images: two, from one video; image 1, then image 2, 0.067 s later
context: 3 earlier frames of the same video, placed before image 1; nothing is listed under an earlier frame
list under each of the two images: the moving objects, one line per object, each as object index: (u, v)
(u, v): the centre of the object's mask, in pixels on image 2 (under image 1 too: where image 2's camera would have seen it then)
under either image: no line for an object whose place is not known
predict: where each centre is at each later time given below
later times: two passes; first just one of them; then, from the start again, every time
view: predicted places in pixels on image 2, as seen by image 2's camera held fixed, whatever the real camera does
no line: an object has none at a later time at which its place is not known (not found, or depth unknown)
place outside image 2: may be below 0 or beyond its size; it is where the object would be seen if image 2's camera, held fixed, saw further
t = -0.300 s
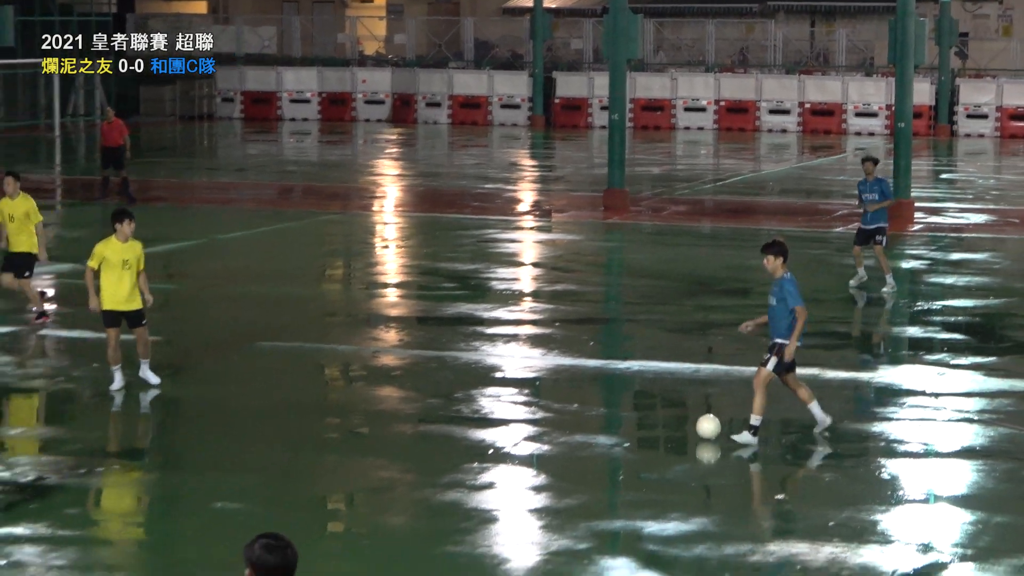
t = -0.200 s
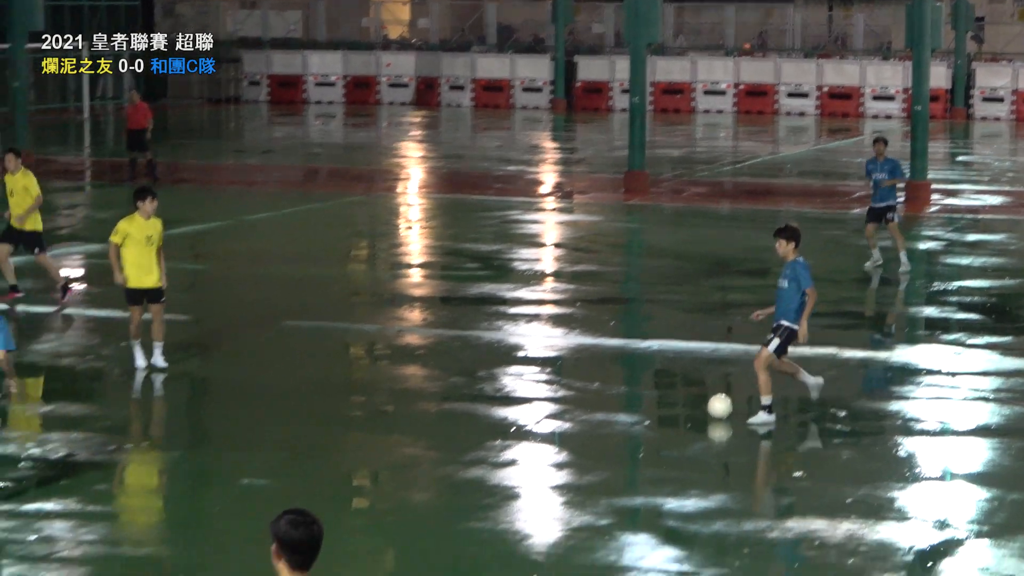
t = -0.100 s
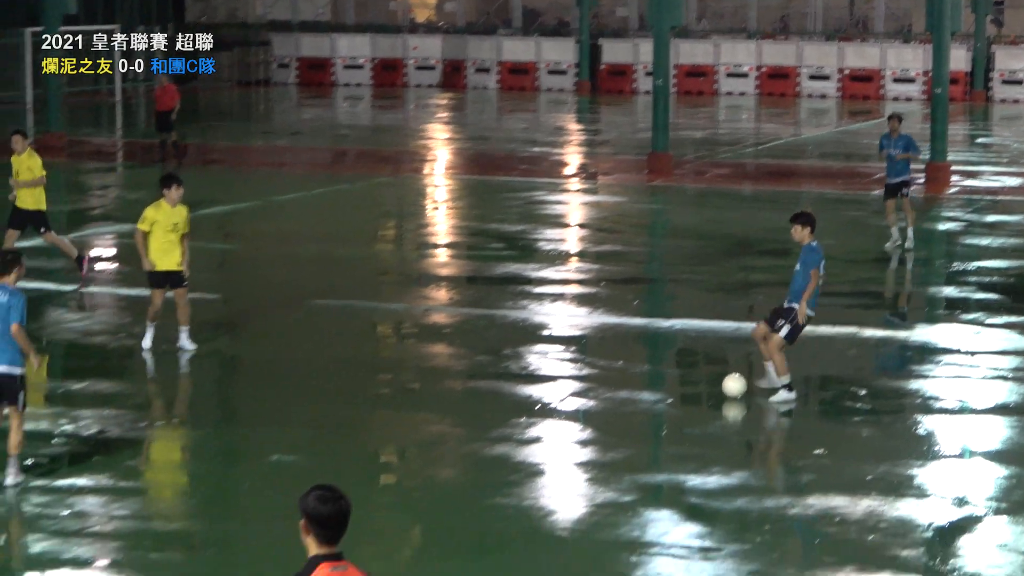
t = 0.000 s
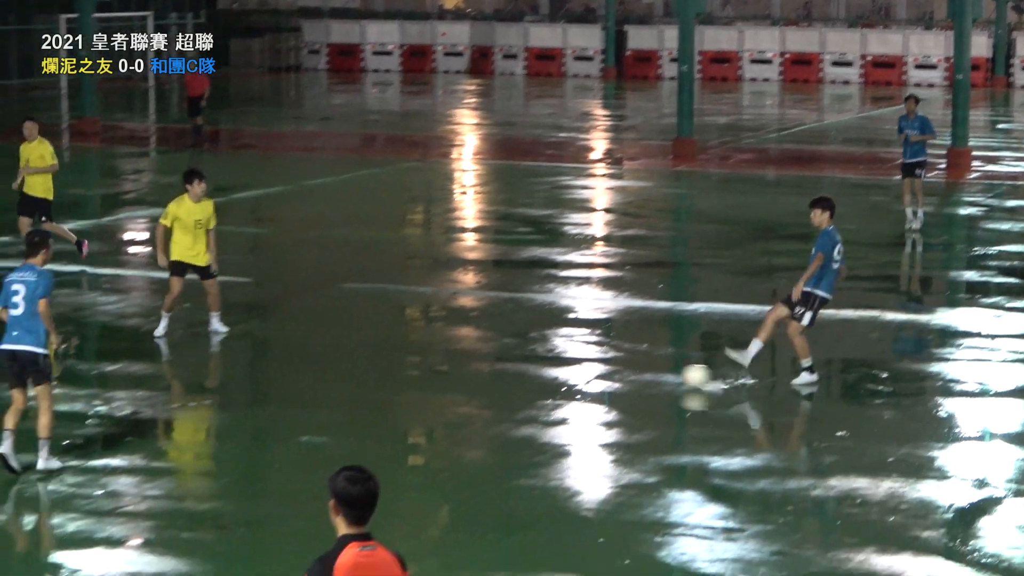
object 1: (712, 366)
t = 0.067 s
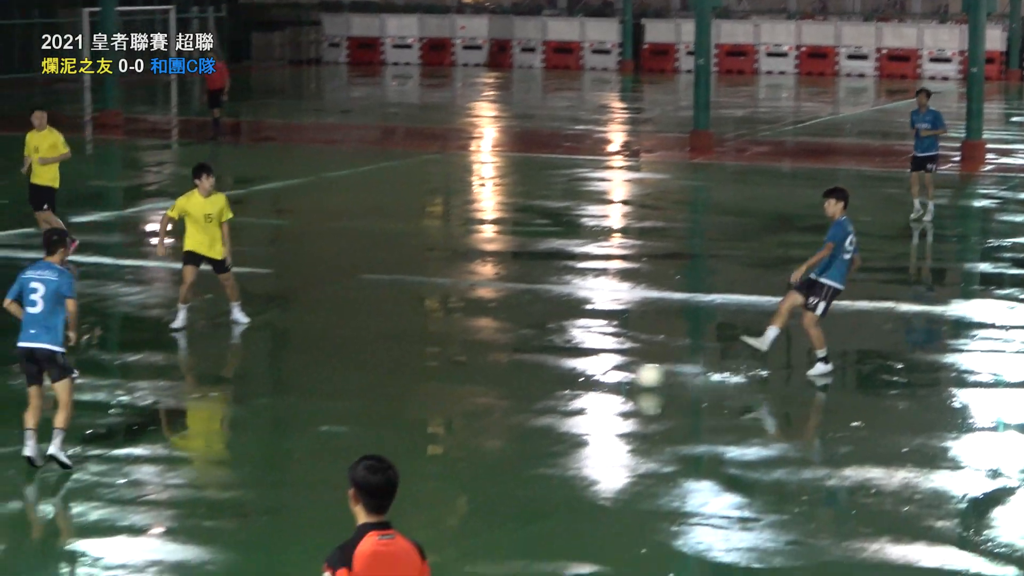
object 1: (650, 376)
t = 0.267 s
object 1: (461, 402)
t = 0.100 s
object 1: (618, 380)
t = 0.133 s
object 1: (583, 384)
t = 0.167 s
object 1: (554, 387)
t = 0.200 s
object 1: (524, 391)
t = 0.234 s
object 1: (492, 396)
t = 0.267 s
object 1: (461, 402)
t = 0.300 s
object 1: (430, 406)
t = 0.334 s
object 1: (399, 411)
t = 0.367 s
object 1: (368, 415)
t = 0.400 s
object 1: (339, 418)
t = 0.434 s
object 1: (309, 422)
